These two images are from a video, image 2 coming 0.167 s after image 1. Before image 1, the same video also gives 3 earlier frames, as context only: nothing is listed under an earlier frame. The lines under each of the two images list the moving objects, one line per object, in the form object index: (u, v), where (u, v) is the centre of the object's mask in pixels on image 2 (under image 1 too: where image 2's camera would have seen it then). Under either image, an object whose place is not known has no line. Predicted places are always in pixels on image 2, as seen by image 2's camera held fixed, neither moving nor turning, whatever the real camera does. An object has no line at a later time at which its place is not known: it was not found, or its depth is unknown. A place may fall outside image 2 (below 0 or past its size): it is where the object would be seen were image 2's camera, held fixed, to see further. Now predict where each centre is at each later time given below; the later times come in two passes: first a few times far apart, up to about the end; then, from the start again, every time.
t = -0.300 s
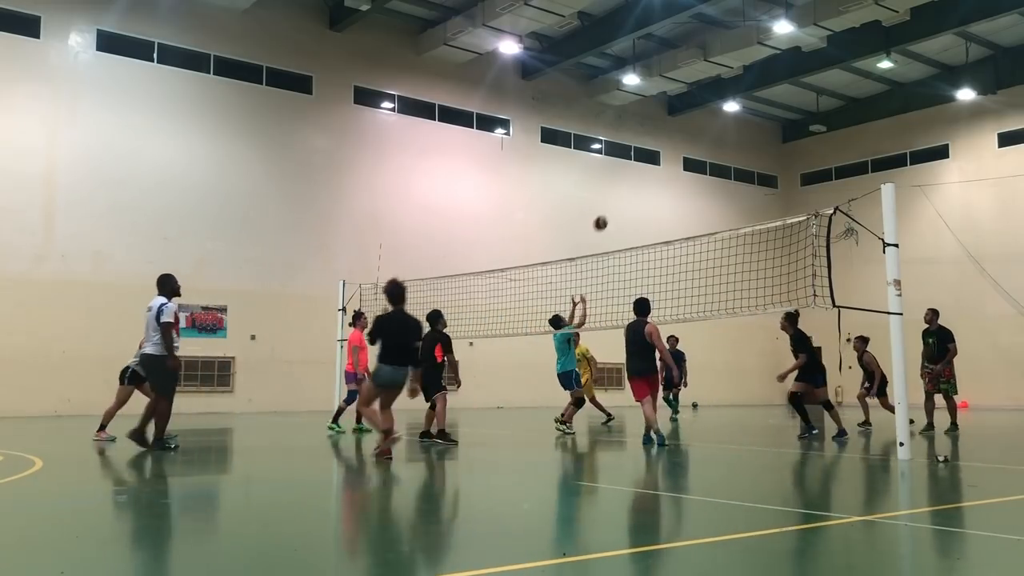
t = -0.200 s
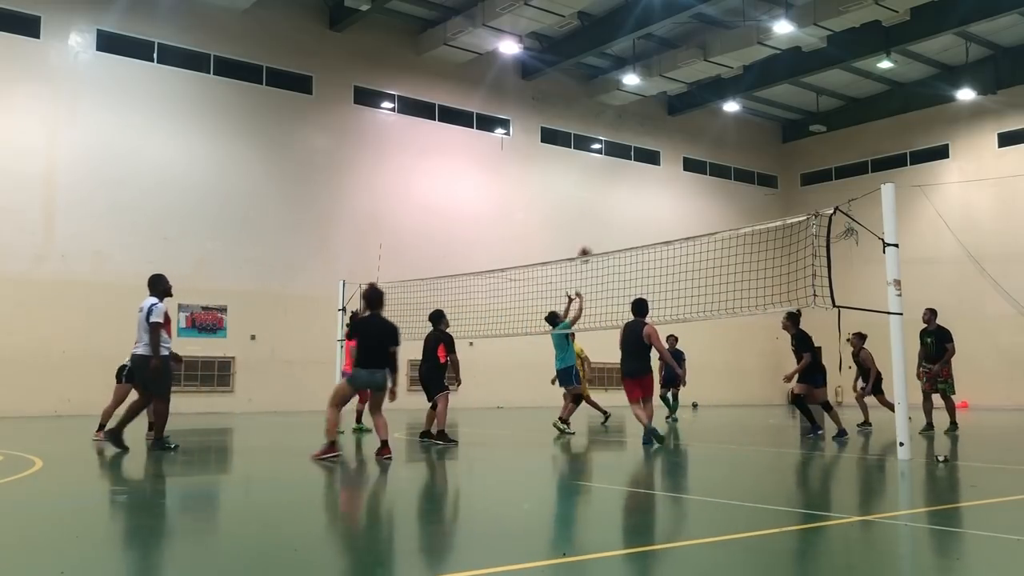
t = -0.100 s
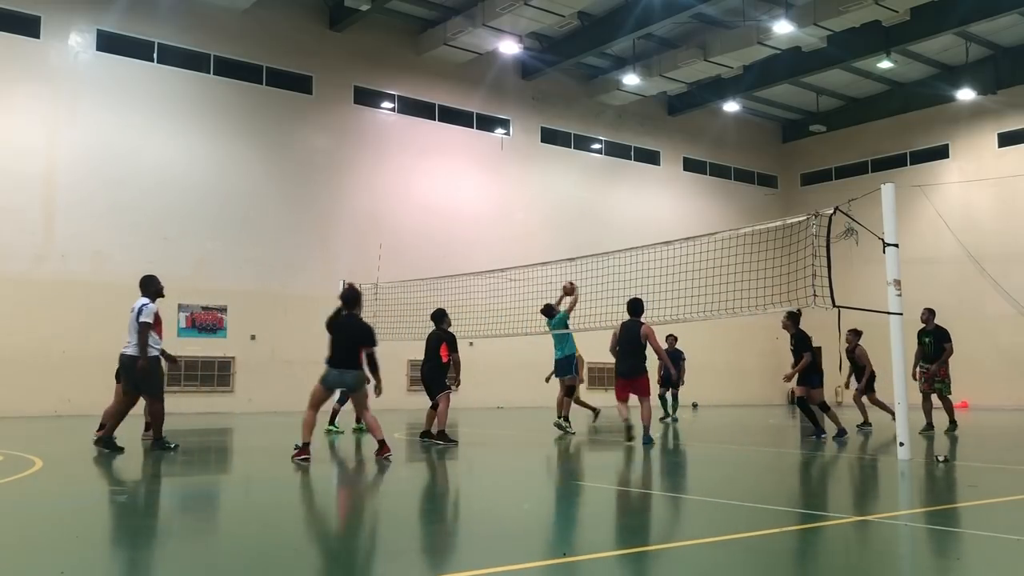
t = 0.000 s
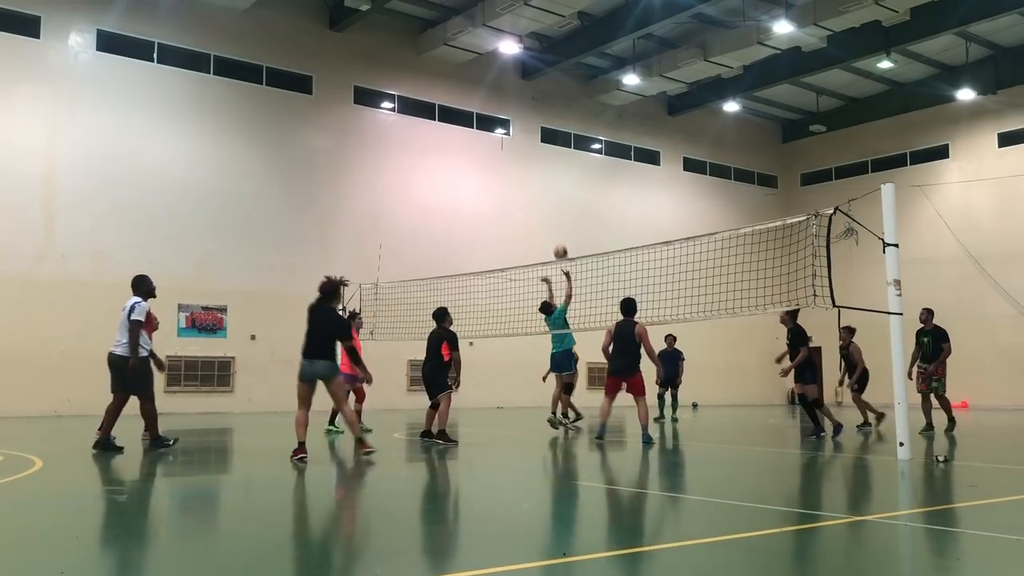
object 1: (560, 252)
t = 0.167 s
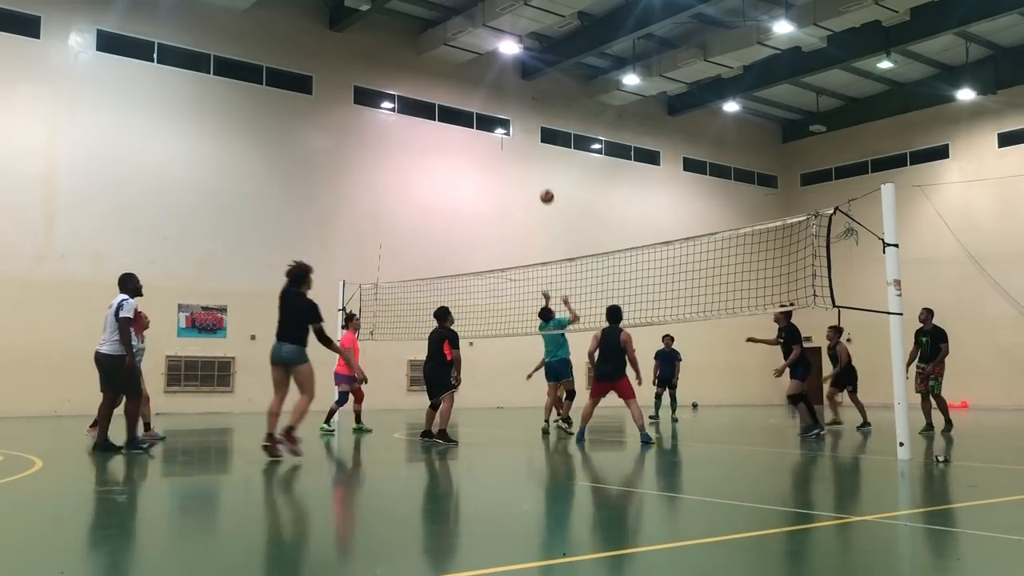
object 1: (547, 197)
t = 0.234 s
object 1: (541, 180)
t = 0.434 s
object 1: (525, 148)
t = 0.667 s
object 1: (508, 143)
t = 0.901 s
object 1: (491, 172)
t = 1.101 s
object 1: (478, 223)
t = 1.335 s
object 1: (462, 277)
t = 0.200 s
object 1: (544, 188)
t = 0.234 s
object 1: (541, 180)
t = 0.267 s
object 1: (538, 173)
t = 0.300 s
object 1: (535, 166)
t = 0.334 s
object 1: (533, 161)
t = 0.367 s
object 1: (530, 156)
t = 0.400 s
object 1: (528, 152)
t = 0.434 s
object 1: (525, 148)
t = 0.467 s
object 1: (522, 145)
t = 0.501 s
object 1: (520, 143)
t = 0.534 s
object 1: (517, 142)
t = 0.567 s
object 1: (515, 141)
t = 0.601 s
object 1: (512, 141)
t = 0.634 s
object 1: (510, 142)
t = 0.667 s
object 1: (508, 143)
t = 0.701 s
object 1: (505, 145)
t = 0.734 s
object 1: (503, 148)
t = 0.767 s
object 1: (501, 151)
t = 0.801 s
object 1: (498, 156)
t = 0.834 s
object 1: (496, 160)
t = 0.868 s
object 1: (494, 166)
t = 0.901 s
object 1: (491, 172)
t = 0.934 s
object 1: (489, 179)
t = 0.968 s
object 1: (487, 187)
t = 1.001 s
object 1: (484, 195)
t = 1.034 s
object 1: (482, 204)
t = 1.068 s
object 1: (480, 213)
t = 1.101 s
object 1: (478, 223)
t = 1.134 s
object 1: (475, 234)
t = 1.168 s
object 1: (473, 245)
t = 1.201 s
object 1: (471, 257)
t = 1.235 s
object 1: (469, 270)
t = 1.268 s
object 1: (467, 273)
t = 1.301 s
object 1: (465, 274)
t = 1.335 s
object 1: (462, 277)
